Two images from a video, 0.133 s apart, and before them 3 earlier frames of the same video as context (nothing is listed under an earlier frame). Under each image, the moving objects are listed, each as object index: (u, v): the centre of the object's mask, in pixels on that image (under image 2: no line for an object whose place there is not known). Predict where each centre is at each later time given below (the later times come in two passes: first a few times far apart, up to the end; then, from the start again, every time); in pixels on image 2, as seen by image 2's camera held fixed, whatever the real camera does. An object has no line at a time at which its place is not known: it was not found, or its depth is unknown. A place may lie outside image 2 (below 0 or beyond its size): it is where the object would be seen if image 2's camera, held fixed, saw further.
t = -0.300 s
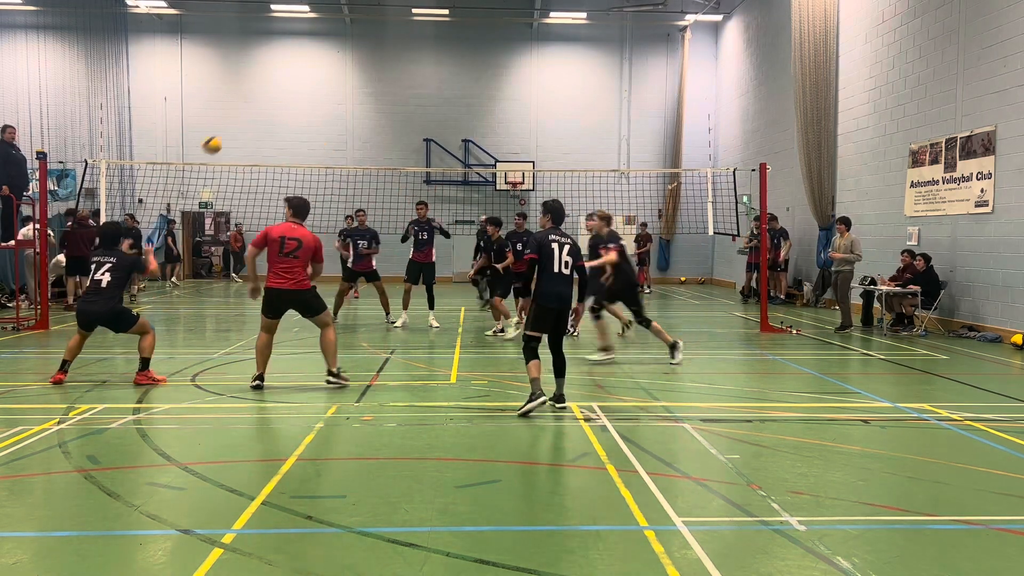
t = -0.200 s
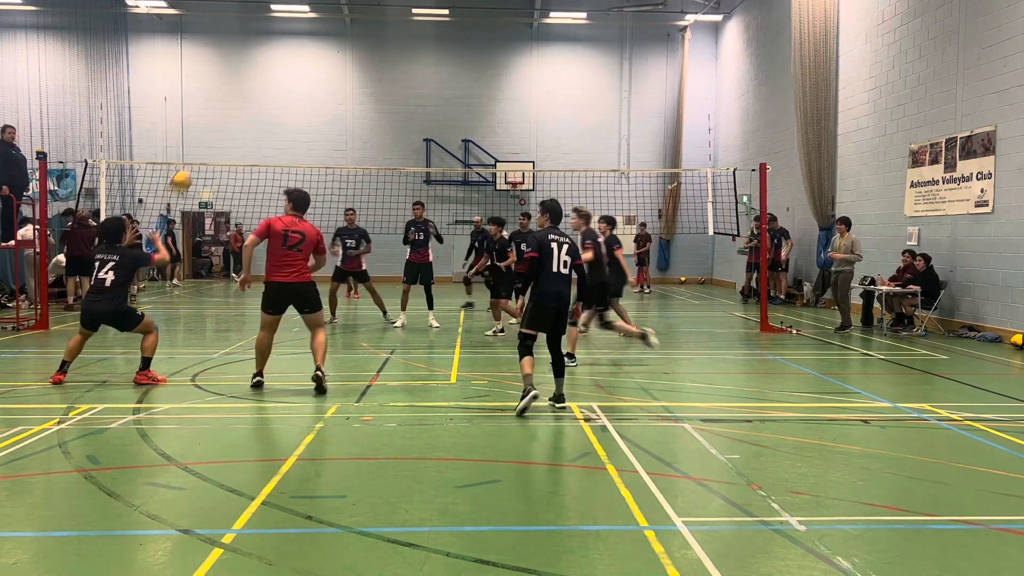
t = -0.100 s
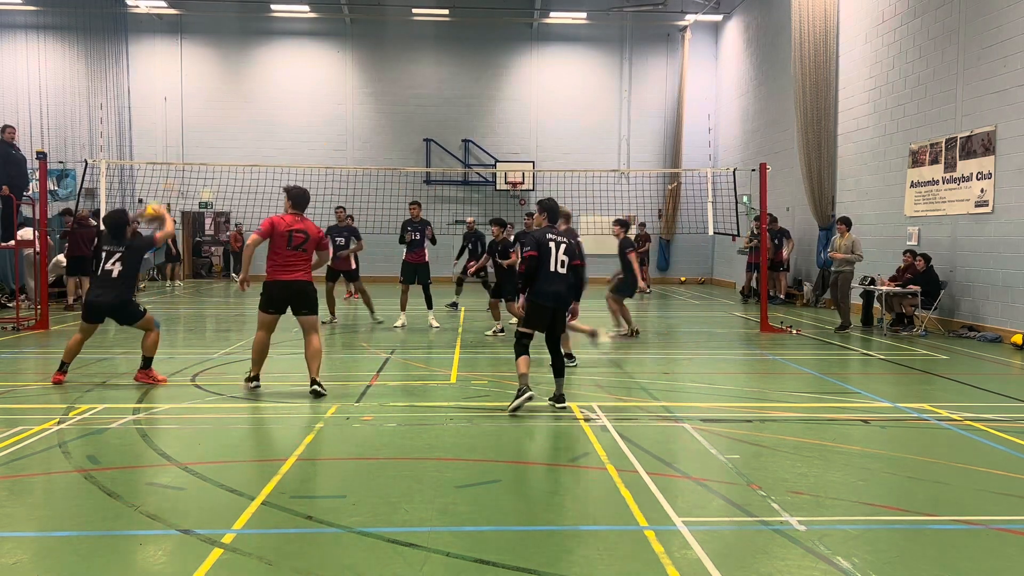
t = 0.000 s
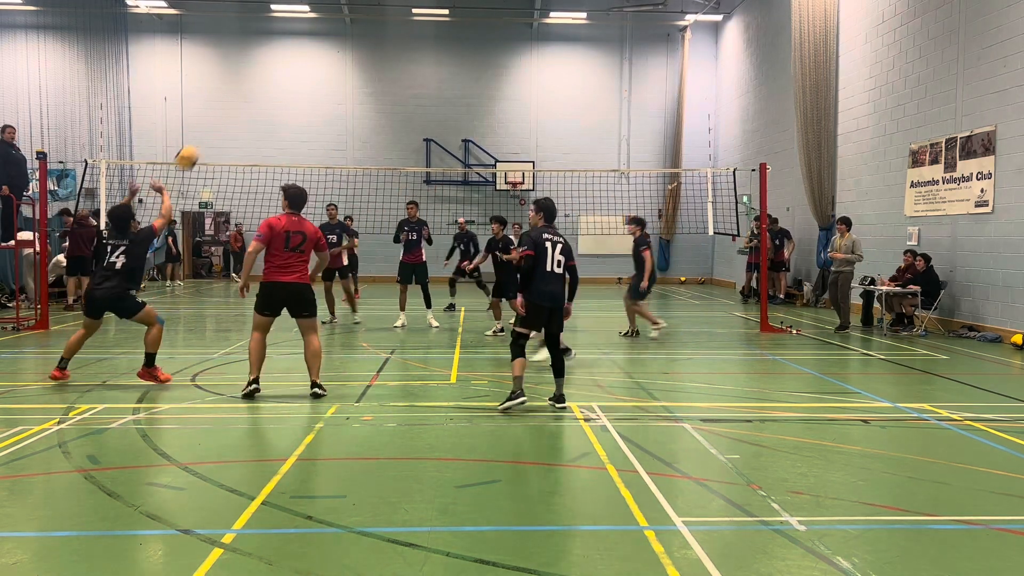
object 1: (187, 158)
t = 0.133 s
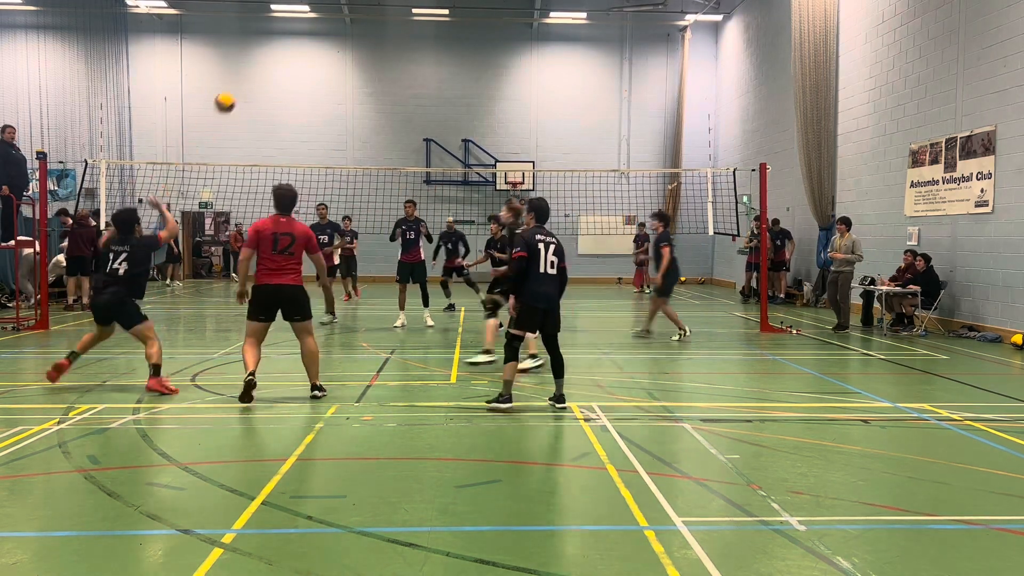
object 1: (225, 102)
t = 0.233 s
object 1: (250, 76)
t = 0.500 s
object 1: (310, 51)
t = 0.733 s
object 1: (356, 77)
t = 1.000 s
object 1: (398, 151)
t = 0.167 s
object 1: (234, 93)
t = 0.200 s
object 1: (242, 84)
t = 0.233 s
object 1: (250, 76)
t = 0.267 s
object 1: (258, 69)
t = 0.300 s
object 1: (266, 63)
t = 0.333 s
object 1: (274, 59)
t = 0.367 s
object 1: (282, 55)
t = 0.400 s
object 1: (289, 53)
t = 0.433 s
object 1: (297, 51)
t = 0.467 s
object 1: (304, 50)
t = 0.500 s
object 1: (310, 51)
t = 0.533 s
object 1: (317, 52)
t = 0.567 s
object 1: (324, 54)
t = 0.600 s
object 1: (330, 58)
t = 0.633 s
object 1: (337, 61)
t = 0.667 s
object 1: (343, 66)
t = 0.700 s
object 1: (350, 72)
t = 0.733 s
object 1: (356, 77)
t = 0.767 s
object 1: (361, 85)
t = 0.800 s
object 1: (367, 93)
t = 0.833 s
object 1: (373, 102)
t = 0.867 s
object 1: (378, 110)
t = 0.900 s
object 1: (384, 119)
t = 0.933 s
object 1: (388, 129)
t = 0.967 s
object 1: (393, 139)
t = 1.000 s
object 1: (398, 151)
